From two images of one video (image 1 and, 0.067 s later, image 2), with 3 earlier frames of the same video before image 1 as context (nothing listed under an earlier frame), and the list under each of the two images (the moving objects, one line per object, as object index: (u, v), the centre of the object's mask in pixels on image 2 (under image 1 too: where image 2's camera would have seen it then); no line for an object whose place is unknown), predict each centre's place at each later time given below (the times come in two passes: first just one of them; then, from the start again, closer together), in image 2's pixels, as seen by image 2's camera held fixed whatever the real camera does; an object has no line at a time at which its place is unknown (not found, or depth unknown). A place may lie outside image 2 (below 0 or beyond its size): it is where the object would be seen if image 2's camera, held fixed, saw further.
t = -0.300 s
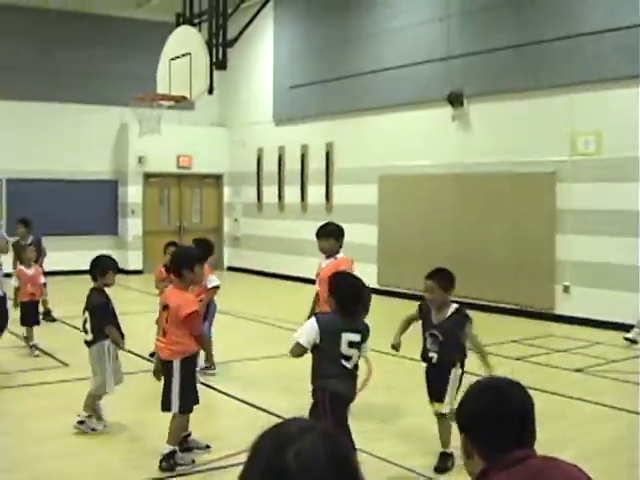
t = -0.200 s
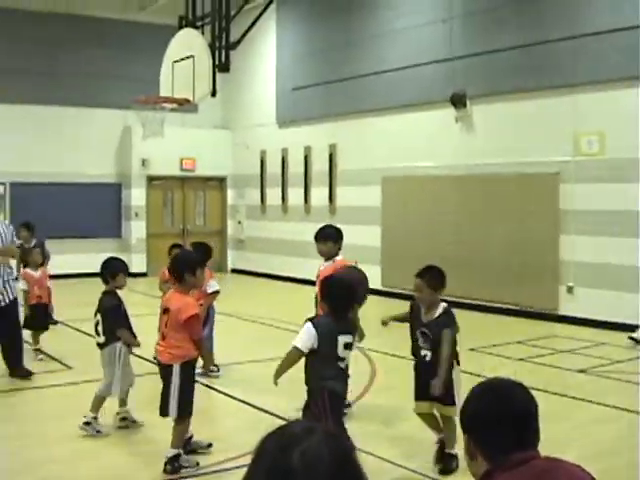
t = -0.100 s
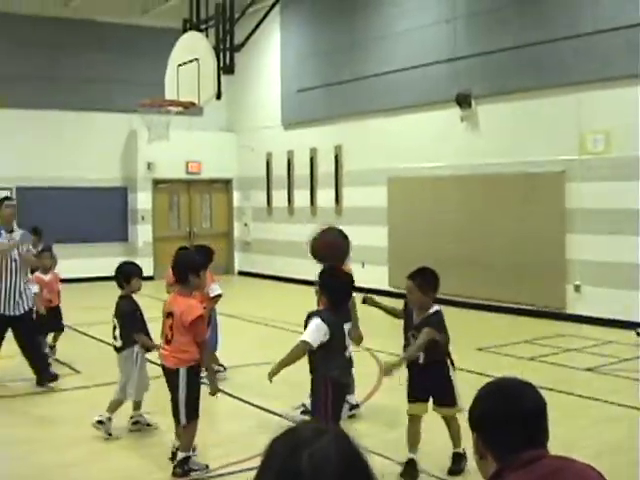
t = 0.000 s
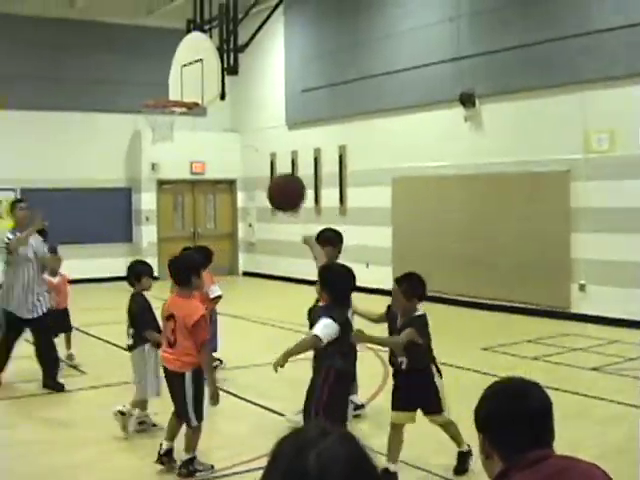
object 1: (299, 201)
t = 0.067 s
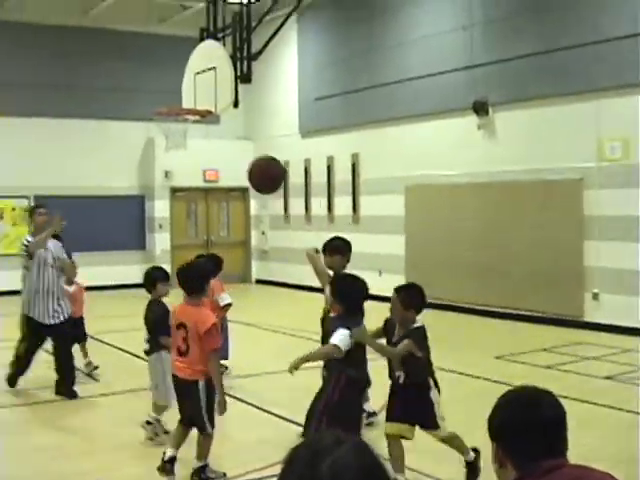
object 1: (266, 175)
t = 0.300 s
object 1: (166, 146)
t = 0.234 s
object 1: (193, 146)
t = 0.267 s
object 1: (179, 145)
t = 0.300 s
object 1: (166, 146)
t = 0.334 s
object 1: (154, 149)
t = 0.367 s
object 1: (142, 153)
